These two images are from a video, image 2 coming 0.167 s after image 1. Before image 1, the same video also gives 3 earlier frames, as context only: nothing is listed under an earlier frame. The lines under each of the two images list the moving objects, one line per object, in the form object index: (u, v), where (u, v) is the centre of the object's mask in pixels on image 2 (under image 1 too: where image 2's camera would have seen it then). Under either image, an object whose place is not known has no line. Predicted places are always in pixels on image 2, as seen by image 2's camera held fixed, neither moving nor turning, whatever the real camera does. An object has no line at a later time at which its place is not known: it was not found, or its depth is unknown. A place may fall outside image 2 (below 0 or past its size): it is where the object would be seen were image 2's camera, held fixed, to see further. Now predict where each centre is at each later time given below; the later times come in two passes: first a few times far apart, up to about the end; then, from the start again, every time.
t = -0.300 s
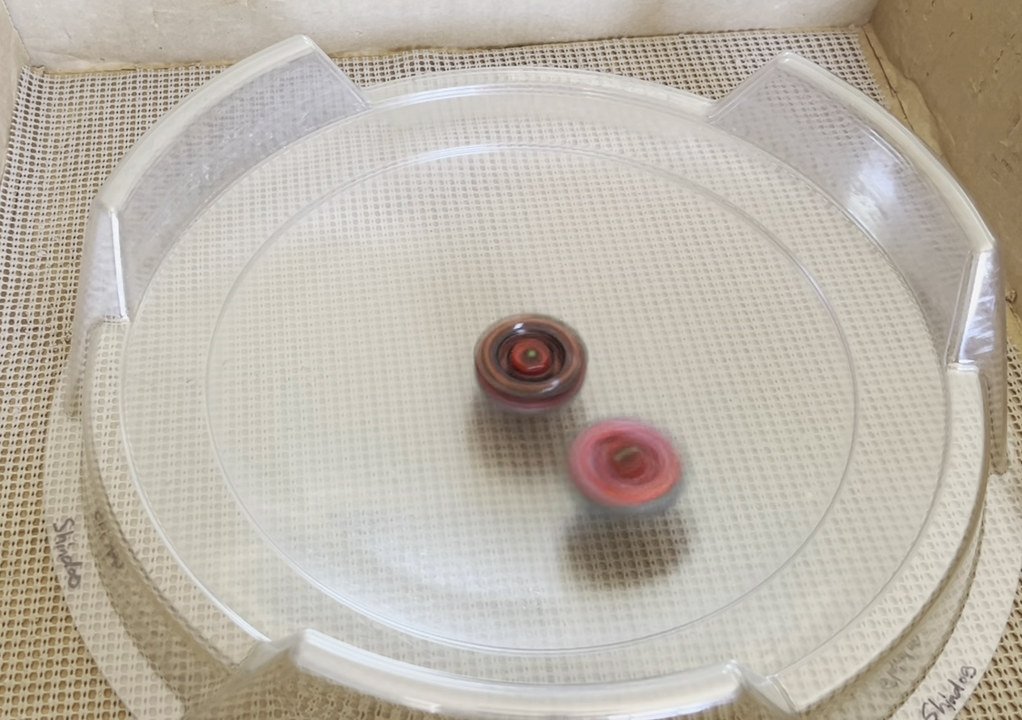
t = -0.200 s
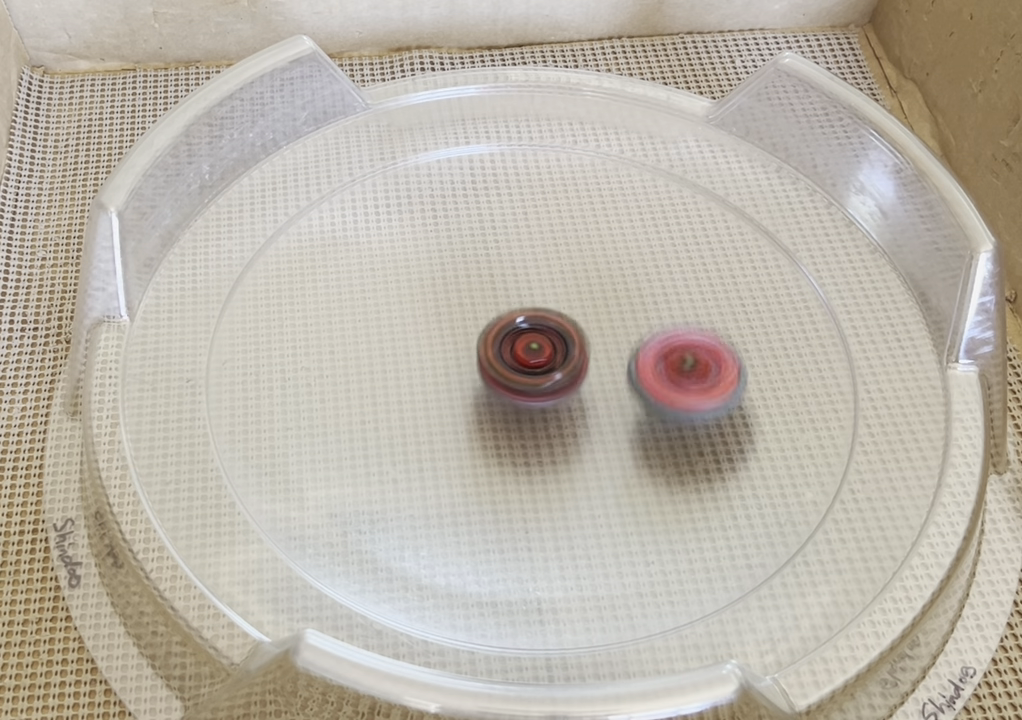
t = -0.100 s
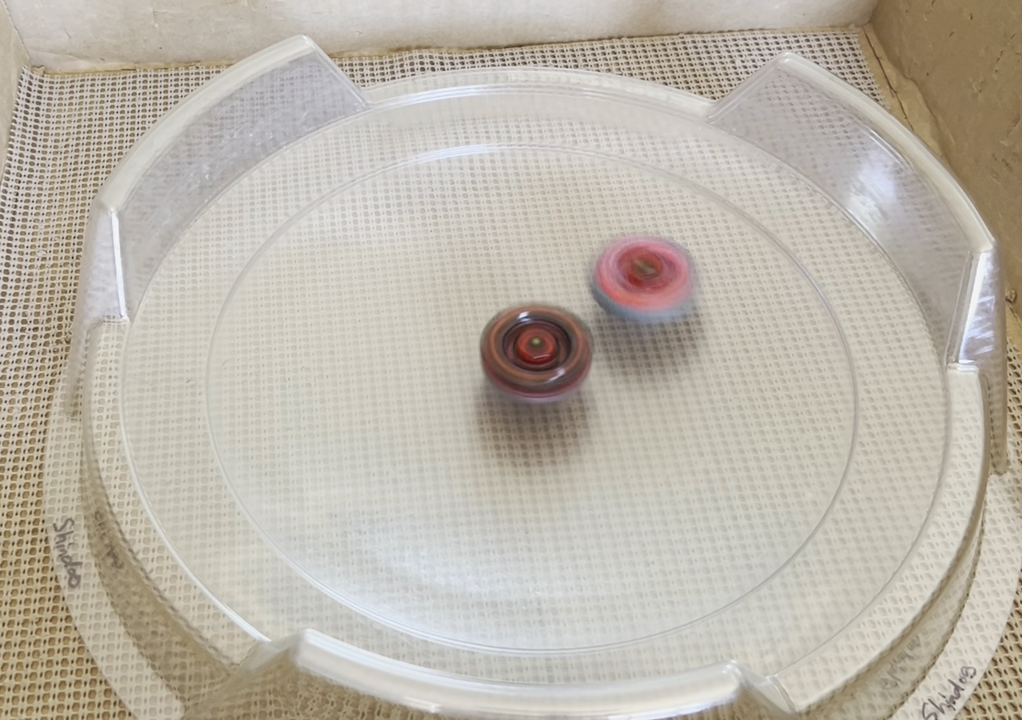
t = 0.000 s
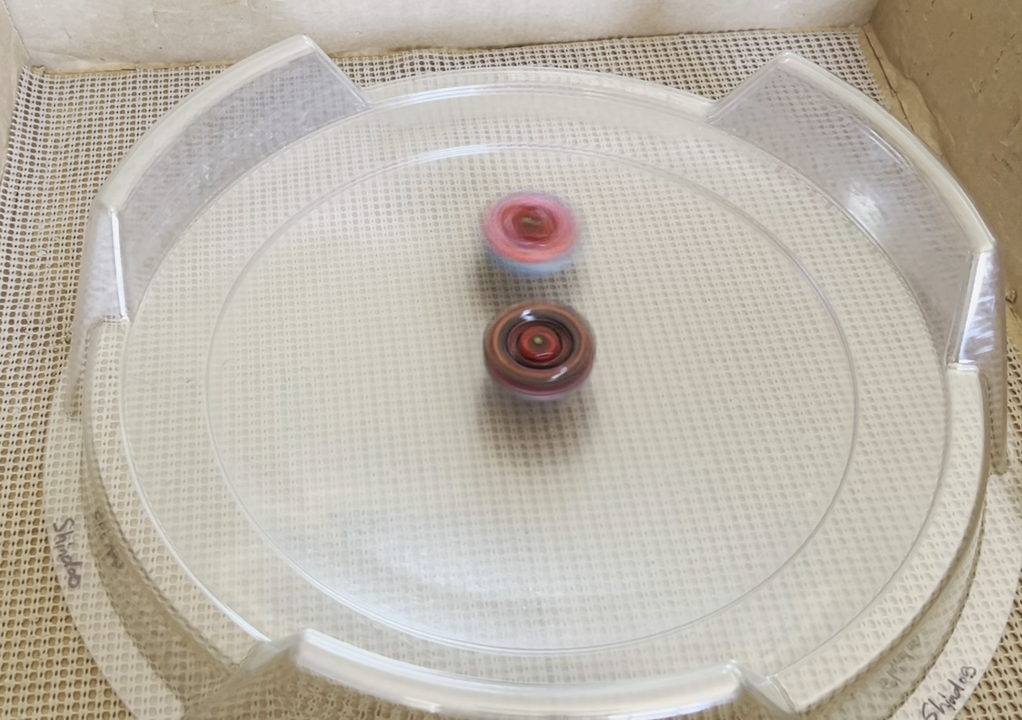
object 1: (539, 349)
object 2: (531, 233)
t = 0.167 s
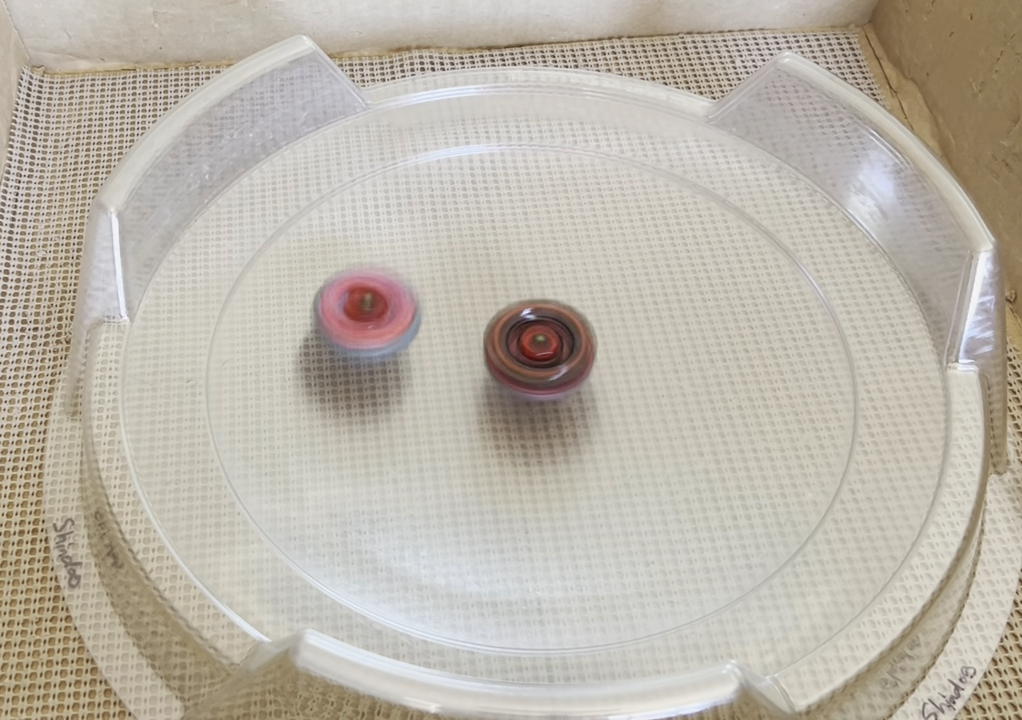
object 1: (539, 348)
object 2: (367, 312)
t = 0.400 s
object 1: (529, 351)
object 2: (535, 482)
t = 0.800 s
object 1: (497, 351)
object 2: (476, 248)
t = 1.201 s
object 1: (499, 354)
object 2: (581, 491)
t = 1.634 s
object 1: (516, 374)
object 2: (456, 226)
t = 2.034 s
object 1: (519, 378)
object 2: (533, 515)
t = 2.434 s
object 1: (526, 363)
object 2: (577, 220)
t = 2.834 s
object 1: (529, 349)
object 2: (367, 460)
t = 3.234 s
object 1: (522, 352)
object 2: (701, 304)
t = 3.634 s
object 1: (501, 357)
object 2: (325, 320)
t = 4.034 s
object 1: (503, 359)
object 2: (690, 450)
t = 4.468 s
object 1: (520, 370)
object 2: (411, 234)
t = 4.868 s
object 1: (520, 374)
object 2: (545, 516)
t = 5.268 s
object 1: (515, 363)
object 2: (593, 228)
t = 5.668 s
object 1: (514, 348)
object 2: (349, 430)
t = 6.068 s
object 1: (521, 352)
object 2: (707, 349)
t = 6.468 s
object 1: (507, 365)
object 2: (362, 279)
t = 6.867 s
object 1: (503, 362)
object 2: (618, 487)
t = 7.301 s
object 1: (518, 362)
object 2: (491, 223)
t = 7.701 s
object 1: (518, 363)
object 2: (446, 487)
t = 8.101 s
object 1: (510, 353)
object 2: (653, 281)
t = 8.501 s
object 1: (519, 352)
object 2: (346, 363)
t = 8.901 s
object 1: (513, 362)
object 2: (677, 411)
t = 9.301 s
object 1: (506, 362)
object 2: (426, 255)
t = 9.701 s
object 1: (514, 358)
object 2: (542, 484)
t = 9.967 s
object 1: (517, 360)
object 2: (662, 319)
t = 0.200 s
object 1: (539, 348)
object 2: (357, 347)
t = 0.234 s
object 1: (538, 349)
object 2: (360, 380)
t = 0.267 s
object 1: (536, 349)
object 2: (377, 415)
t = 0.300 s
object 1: (535, 349)
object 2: (405, 443)
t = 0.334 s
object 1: (534, 350)
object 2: (443, 466)
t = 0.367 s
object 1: (531, 351)
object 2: (488, 479)
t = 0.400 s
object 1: (529, 351)
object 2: (535, 482)
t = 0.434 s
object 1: (526, 351)
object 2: (581, 475)
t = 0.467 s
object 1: (523, 352)
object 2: (621, 458)
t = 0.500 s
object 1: (520, 353)
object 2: (651, 433)
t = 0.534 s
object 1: (517, 352)
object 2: (669, 401)
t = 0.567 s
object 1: (514, 352)
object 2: (675, 369)
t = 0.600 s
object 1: (511, 352)
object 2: (669, 335)
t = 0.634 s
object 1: (507, 352)
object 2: (653, 305)
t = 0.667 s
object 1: (505, 352)
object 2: (626, 279)
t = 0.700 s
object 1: (502, 352)
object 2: (595, 260)
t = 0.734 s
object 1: (499, 352)
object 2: (556, 249)
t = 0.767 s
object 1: (498, 352)
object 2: (516, 245)
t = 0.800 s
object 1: (497, 351)
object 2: (476, 248)
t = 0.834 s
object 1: (497, 351)
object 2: (440, 259)
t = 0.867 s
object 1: (495, 350)
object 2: (407, 276)
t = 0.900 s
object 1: (494, 350)
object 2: (383, 299)
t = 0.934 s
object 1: (494, 350)
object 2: (365, 328)
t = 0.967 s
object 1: (494, 350)
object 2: (358, 359)
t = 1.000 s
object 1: (494, 350)
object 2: (362, 392)
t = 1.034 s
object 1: (495, 350)
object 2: (377, 424)
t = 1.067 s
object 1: (495, 351)
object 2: (404, 453)
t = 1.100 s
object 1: (496, 351)
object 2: (442, 476)
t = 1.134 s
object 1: (497, 352)
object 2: (487, 491)
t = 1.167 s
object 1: (497, 353)
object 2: (534, 495)
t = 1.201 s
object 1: (499, 354)
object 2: (581, 491)
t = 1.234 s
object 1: (500, 355)
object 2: (625, 476)
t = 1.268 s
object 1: (502, 356)
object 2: (661, 452)
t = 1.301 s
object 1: (503, 358)
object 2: (685, 423)
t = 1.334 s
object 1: (504, 359)
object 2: (700, 390)
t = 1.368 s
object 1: (506, 360)
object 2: (702, 356)
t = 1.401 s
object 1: (507, 362)
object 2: (693, 323)
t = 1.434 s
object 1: (508, 364)
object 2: (675, 292)
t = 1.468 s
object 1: (510, 365)
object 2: (649, 265)
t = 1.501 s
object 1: (512, 367)
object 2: (615, 244)
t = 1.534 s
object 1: (512, 369)
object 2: (577, 229)
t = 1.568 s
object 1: (514, 370)
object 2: (537, 222)
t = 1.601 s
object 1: (515, 372)
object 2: (496, 220)
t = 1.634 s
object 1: (516, 374)
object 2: (456, 226)
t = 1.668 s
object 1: (517, 375)
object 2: (418, 240)
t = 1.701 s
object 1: (518, 377)
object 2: (385, 258)
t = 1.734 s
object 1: (518, 378)
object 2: (360, 283)
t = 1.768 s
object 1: (518, 378)
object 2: (341, 311)
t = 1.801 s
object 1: (519, 379)
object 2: (330, 345)
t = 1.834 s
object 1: (518, 379)
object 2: (329, 379)
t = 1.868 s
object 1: (518, 379)
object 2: (340, 412)
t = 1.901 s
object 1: (519, 379)
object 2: (362, 446)
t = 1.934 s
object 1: (519, 379)
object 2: (394, 475)
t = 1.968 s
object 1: (519, 379)
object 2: (436, 496)
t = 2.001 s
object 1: (519, 378)
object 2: (483, 510)
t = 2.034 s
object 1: (519, 378)
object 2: (533, 515)
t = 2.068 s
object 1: (519, 377)
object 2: (582, 510)
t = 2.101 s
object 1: (519, 376)
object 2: (628, 495)
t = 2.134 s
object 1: (520, 375)
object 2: (665, 471)
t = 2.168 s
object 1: (520, 374)
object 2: (694, 443)
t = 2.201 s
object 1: (520, 371)
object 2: (712, 409)
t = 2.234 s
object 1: (521, 371)
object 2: (718, 376)
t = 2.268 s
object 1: (522, 370)
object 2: (714, 341)
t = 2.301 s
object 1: (523, 368)
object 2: (700, 308)
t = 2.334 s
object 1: (524, 367)
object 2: (678, 279)
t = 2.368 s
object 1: (525, 366)
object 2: (648, 253)
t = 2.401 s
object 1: (525, 364)
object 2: (615, 234)
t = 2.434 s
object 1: (526, 363)
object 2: (577, 220)
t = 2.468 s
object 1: (526, 362)
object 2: (536, 212)
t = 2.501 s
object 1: (525, 359)
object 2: (496, 211)
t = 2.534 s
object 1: (526, 357)
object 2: (456, 217)
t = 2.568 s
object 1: (526, 356)
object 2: (419, 229)
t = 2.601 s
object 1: (526, 355)
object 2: (385, 246)
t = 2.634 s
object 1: (527, 353)
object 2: (357, 269)
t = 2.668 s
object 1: (527, 353)
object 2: (336, 297)
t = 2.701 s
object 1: (527, 351)
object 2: (323, 328)
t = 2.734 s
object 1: (528, 350)
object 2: (317, 363)
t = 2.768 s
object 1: (528, 350)
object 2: (324, 397)
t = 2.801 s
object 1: (528, 349)
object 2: (340, 429)
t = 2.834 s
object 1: (529, 349)
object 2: (367, 460)
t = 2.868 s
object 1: (529, 349)
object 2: (404, 486)
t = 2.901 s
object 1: (529, 348)
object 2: (448, 505)
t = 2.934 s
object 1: (530, 348)
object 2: (496, 515)
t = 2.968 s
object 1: (529, 348)
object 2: (547, 517)
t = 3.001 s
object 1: (528, 348)
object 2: (595, 508)
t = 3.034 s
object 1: (529, 349)
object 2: (639, 490)
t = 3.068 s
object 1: (528, 350)
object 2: (672, 467)
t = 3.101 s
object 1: (526, 350)
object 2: (699, 438)
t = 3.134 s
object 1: (526, 350)
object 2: (715, 403)
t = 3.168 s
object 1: (524, 351)
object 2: (720, 370)
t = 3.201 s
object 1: (523, 352)
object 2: (715, 336)
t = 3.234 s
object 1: (522, 352)
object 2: (701, 304)
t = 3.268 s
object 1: (520, 353)
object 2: (679, 275)
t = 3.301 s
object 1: (517, 354)
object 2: (650, 250)
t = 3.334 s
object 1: (516, 354)
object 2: (617, 231)
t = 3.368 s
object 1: (514, 355)
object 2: (579, 218)
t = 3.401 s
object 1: (512, 355)
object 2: (539, 209)
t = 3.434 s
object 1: (510, 355)
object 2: (499, 207)
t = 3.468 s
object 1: (508, 356)
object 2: (460, 213)
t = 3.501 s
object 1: (506, 356)
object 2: (423, 224)
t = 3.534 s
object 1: (505, 356)
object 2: (390, 240)
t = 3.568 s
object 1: (504, 357)
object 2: (362, 264)
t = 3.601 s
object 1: (502, 357)
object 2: (339, 290)
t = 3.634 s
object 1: (501, 357)
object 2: (325, 320)
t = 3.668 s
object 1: (500, 357)
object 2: (319, 353)
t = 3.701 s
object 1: (500, 357)
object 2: (323, 386)
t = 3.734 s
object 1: (500, 357)
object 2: (336, 419)
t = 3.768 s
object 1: (499, 357)
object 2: (361, 450)
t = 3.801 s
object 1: (499, 357)
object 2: (393, 477)
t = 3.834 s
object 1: (499, 357)
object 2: (436, 498)
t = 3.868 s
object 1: (499, 357)
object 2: (481, 512)
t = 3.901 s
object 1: (500, 357)
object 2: (532, 515)
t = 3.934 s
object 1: (500, 358)
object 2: (578, 511)
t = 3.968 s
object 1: (501, 358)
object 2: (624, 497)
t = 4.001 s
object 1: (502, 358)
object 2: (661, 476)
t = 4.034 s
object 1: (503, 359)
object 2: (690, 450)
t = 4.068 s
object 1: (504, 359)
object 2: (710, 419)
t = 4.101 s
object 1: (506, 360)
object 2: (720, 384)
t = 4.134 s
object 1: (507, 361)
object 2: (720, 352)
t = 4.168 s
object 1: (508, 361)
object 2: (710, 320)
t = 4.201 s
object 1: (510, 362)
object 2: (692, 289)
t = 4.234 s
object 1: (511, 363)
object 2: (666, 263)
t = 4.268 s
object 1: (513, 364)
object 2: (635, 242)
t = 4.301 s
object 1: (514, 365)
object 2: (600, 225)
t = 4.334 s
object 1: (515, 366)
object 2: (562, 215)
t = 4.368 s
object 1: (516, 367)
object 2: (523, 211)
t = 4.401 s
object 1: (517, 369)
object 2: (484, 212)
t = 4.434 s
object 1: (518, 369)
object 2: (448, 219)
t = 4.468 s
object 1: (520, 370)
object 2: (411, 234)
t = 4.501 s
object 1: (520, 371)
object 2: (381, 252)
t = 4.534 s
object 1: (521, 372)
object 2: (356, 276)
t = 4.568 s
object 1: (521, 373)
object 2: (338, 304)
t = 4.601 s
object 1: (521, 373)
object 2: (326, 334)
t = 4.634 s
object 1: (522, 373)
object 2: (324, 366)
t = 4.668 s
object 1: (522, 374)
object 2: (331, 399)
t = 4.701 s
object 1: (521, 374)
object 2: (347, 430)
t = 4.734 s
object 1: (522, 374)
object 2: (374, 460)
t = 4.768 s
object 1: (521, 375)
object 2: (407, 484)
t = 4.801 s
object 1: (521, 374)
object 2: (451, 503)
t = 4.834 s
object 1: (521, 374)
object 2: (495, 514)
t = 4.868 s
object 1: (520, 374)
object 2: (545, 516)
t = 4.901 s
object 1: (519, 373)
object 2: (590, 508)
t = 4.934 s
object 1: (519, 373)
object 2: (632, 493)
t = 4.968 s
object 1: (518, 372)
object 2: (666, 472)
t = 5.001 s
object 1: (518, 371)
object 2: (693, 443)
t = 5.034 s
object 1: (518, 370)
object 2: (710, 413)
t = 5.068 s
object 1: (517, 368)
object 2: (717, 380)
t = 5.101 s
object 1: (517, 368)
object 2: (715, 348)
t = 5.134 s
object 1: (517, 368)
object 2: (703, 316)
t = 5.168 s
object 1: (517, 366)
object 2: (684, 288)
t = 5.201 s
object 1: (516, 366)
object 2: (659, 263)
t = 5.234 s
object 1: (515, 365)
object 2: (628, 243)
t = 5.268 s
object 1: (515, 363)
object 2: (593, 228)
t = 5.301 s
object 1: (514, 363)
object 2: (556, 218)
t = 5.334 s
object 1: (513, 361)
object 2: (517, 215)
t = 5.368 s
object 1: (513, 360)
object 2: (479, 216)
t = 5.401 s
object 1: (512, 359)
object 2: (443, 225)
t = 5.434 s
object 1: (512, 356)
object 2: (409, 238)
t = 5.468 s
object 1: (512, 355)
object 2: (380, 256)
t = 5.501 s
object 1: (511, 353)
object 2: (356, 279)
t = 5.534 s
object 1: (512, 352)
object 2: (338, 306)
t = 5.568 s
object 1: (512, 351)
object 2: (327, 337)
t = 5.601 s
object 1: (513, 349)
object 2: (325, 368)
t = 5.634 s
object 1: (514, 349)
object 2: (333, 400)
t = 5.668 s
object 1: (514, 348)
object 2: (349, 430)
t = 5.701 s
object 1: (515, 347)
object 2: (374, 458)
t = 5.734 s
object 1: (515, 347)
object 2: (409, 482)
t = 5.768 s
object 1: (517, 346)
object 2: (450, 500)
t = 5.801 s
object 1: (517, 347)
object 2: (494, 509)
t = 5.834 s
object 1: (518, 347)
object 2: (540, 510)
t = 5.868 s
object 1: (519, 347)
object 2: (584, 505)
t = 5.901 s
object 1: (519, 348)
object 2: (626, 489)
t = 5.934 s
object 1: (520, 348)
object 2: (658, 468)
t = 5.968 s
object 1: (521, 349)
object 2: (685, 442)
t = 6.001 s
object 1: (521, 350)
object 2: (702, 412)
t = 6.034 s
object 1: (522, 351)
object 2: (709, 380)
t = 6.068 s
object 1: (521, 352)
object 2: (707, 349)
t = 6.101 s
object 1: (521, 353)
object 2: (697, 318)
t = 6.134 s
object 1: (520, 355)
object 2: (679, 291)
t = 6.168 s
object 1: (519, 356)
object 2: (656, 266)
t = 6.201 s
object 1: (518, 357)
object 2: (626, 247)
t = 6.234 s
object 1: (517, 359)
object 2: (592, 232)
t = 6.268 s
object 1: (515, 360)
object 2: (557, 221)
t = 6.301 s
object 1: (514, 362)
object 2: (519, 217)
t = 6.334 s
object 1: (512, 362)
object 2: (482, 218)
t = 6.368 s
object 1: (511, 363)
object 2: (447, 227)
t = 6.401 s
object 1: (510, 364)
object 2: (415, 239)
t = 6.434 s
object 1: (508, 364)
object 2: (385, 256)
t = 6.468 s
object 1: (507, 365)
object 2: (362, 279)
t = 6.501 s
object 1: (506, 365)
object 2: (344, 304)
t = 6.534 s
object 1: (505, 364)
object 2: (333, 333)
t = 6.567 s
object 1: (504, 365)
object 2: (331, 365)
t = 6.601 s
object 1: (503, 364)
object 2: (337, 394)
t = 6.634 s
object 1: (503, 364)
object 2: (353, 425)
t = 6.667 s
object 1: (502, 364)
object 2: (377, 452)
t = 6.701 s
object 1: (502, 363)
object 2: (408, 475)
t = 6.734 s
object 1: (502, 363)
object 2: (448, 492)
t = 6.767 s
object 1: (502, 362)
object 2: (491, 502)
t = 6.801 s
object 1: (502, 362)
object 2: (535, 505)
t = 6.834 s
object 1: (502, 362)
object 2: (579, 501)
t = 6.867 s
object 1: (503, 362)
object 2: (618, 487)
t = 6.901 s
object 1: (504, 362)
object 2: (652, 468)
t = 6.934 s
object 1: (505, 360)
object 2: (678, 443)
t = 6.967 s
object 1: (506, 361)
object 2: (696, 415)
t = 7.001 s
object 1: (507, 360)
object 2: (705, 384)
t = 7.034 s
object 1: (509, 360)
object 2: (705, 354)
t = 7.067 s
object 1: (510, 360)
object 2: (696, 324)
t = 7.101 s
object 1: (511, 360)
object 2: (681, 297)
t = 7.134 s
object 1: (513, 360)
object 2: (658, 272)
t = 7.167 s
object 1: (514, 360)
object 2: (630, 252)
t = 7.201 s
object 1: (515, 361)
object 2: (598, 237)
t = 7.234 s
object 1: (516, 361)
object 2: (563, 227)
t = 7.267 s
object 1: (517, 361)
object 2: (528, 222)
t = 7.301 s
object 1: (518, 362)
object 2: (491, 223)
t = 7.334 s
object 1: (519, 362)
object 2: (457, 229)
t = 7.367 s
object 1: (519, 363)
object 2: (425, 241)
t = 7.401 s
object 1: (519, 363)
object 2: (396, 258)
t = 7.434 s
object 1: (520, 363)
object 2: (373, 278)
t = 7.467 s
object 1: (520, 363)
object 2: (354, 302)
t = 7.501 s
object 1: (520, 363)
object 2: (343, 330)
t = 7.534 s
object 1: (520, 364)
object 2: (339, 360)
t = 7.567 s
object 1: (520, 363)
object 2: (344, 388)
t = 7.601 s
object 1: (519, 363)
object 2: (357, 418)
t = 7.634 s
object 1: (519, 363)
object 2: (379, 445)
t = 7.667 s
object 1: (519, 363)
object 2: (408, 467)
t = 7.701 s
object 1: (518, 363)
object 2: (446, 487)
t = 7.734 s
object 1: (517, 362)
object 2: (486, 497)
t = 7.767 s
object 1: (516, 363)
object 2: (527, 501)
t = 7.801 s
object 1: (515, 362)
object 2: (569, 497)
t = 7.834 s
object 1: (514, 362)
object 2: (610, 486)
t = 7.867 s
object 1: (513, 361)
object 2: (641, 468)
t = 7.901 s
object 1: (512, 360)
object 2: (668, 445)
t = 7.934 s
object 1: (511, 359)
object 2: (686, 418)
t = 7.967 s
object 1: (511, 358)
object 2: (695, 389)
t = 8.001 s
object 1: (510, 357)
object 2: (696, 360)
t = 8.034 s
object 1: (510, 355)
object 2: (688, 331)
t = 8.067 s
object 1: (510, 354)
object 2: (674, 304)
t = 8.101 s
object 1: (510, 353)
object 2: (653, 281)
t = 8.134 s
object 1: (511, 353)
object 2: (626, 261)
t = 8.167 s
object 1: (510, 352)
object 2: (595, 247)
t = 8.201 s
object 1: (511, 352)
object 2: (561, 236)
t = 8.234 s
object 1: (511, 352)
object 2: (527, 231)
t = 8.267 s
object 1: (513, 351)
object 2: (493, 232)
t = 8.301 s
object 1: (513, 351)
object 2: (459, 237)
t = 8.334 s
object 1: (515, 350)
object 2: (428, 249)
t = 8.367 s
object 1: (515, 350)
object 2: (401, 265)
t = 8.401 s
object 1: (517, 350)
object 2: (378, 284)
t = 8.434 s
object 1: (518, 351)
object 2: (360, 308)
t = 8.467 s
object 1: (517, 351)
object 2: (349, 335)
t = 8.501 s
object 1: (519, 352)
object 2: (346, 363)
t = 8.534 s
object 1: (519, 352)
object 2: (352, 391)
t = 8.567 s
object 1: (519, 353)
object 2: (365, 418)
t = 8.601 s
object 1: (519, 355)
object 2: (386, 444)
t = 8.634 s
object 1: (519, 355)
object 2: (416, 466)
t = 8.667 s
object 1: (518, 356)
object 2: (451, 482)
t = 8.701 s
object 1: (518, 357)
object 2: (490, 492)
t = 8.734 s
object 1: (518, 358)
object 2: (530, 494)
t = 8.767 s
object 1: (516, 359)
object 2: (570, 490)
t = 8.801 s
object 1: (516, 360)
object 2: (606, 478)
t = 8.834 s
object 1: (515, 361)
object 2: (637, 460)
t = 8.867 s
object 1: (514, 361)
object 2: (660, 438)
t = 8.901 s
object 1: (513, 362)
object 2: (677, 411)
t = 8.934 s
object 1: (512, 363)
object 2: (685, 385)
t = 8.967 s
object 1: (511, 363)
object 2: (684, 356)
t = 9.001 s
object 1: (510, 363)
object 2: (676, 329)
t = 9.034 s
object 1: (509, 364)
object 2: (662, 304)
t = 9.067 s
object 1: (508, 363)
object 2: (642, 282)
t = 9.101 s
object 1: (508, 363)
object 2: (616, 263)
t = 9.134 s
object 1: (506, 363)
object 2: (586, 248)
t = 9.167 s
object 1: (507, 363)
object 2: (554, 240)
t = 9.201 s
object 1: (506, 362)
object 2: (521, 236)
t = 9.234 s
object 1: (506, 362)
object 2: (488, 237)
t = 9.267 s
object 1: (506, 363)
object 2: (455, 244)
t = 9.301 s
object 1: (506, 362)
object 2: (426, 255)
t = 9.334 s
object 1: (506, 362)
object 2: (400, 272)
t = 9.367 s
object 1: (506, 360)
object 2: (379, 291)
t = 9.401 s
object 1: (507, 360)
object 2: (364, 314)
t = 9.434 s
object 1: (507, 360)
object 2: (355, 340)
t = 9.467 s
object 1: (508, 360)
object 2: (355, 368)
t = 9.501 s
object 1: (509, 359)
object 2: (362, 395)
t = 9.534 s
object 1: (510, 359)
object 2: (376, 421)
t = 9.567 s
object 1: (510, 358)
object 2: (400, 444)
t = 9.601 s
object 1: (512, 358)
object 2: (430, 464)
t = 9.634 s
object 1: (512, 358)
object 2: (465, 477)
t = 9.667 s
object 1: (513, 358)
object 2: (504, 485)
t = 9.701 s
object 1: (514, 358)
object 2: (542, 484)
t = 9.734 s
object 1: (514, 359)
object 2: (578, 478)
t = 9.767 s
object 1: (515, 359)
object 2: (613, 465)
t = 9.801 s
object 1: (516, 359)
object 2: (639, 446)
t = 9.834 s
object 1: (516, 359)
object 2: (659, 424)
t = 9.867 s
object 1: (517, 359)
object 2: (672, 398)
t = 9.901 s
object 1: (517, 360)
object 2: (676, 371)
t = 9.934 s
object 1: (517, 360)
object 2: (673, 344)
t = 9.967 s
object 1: (517, 360)
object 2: (662, 319)
